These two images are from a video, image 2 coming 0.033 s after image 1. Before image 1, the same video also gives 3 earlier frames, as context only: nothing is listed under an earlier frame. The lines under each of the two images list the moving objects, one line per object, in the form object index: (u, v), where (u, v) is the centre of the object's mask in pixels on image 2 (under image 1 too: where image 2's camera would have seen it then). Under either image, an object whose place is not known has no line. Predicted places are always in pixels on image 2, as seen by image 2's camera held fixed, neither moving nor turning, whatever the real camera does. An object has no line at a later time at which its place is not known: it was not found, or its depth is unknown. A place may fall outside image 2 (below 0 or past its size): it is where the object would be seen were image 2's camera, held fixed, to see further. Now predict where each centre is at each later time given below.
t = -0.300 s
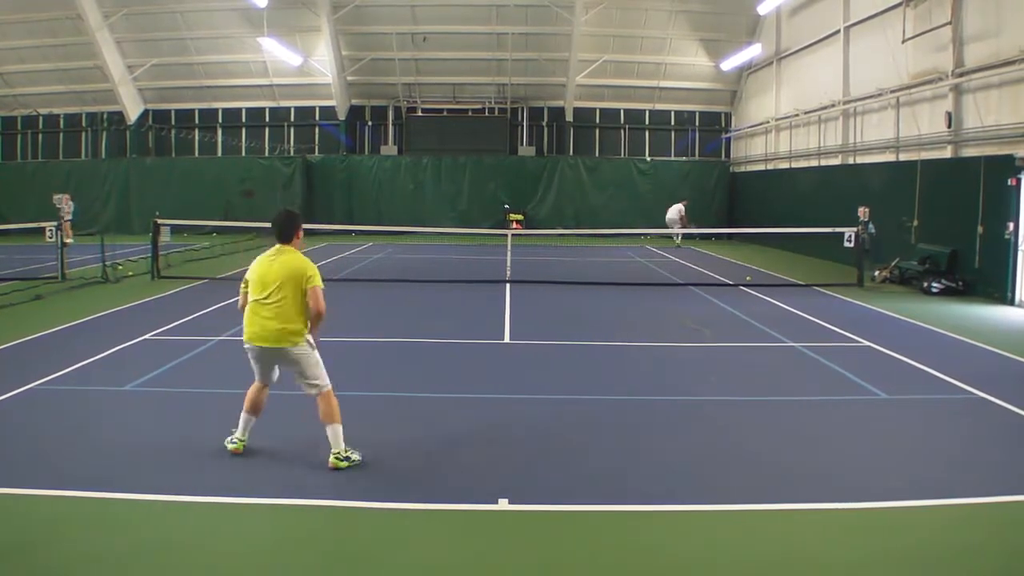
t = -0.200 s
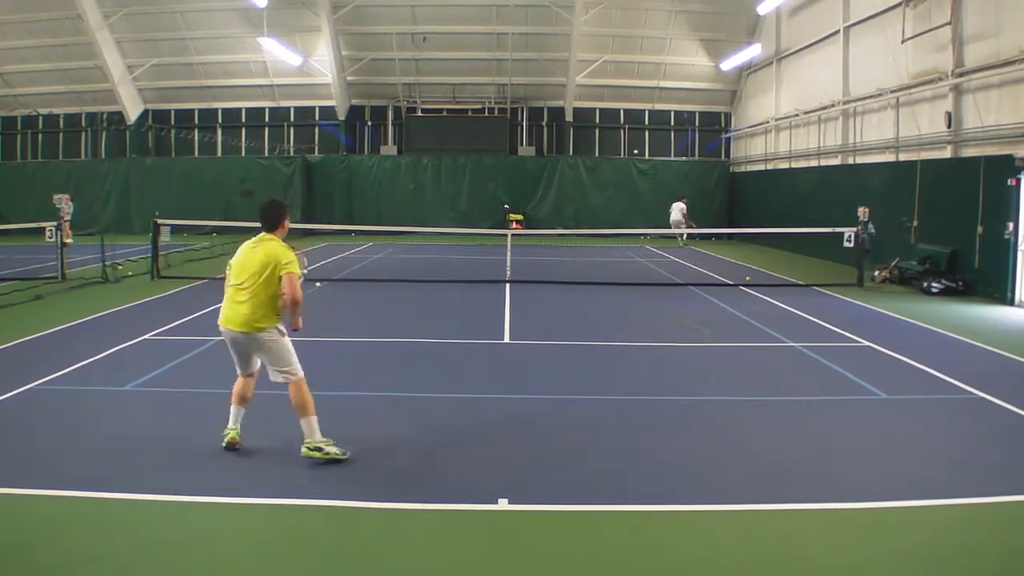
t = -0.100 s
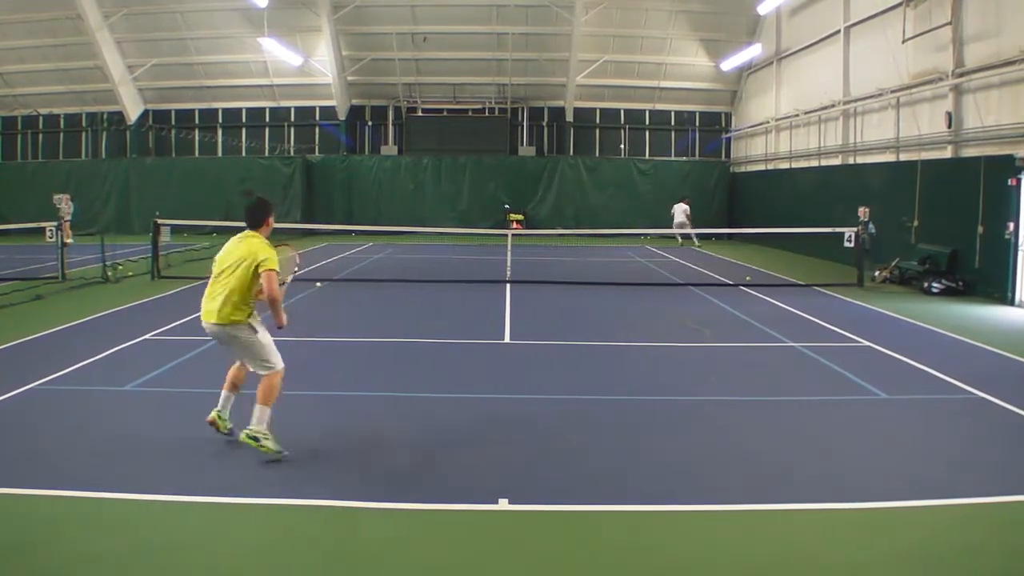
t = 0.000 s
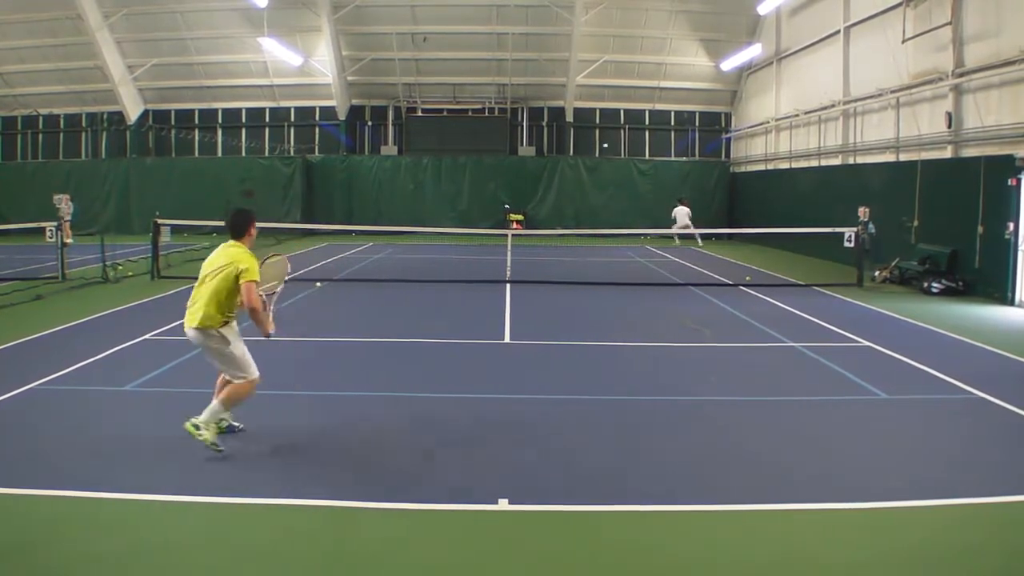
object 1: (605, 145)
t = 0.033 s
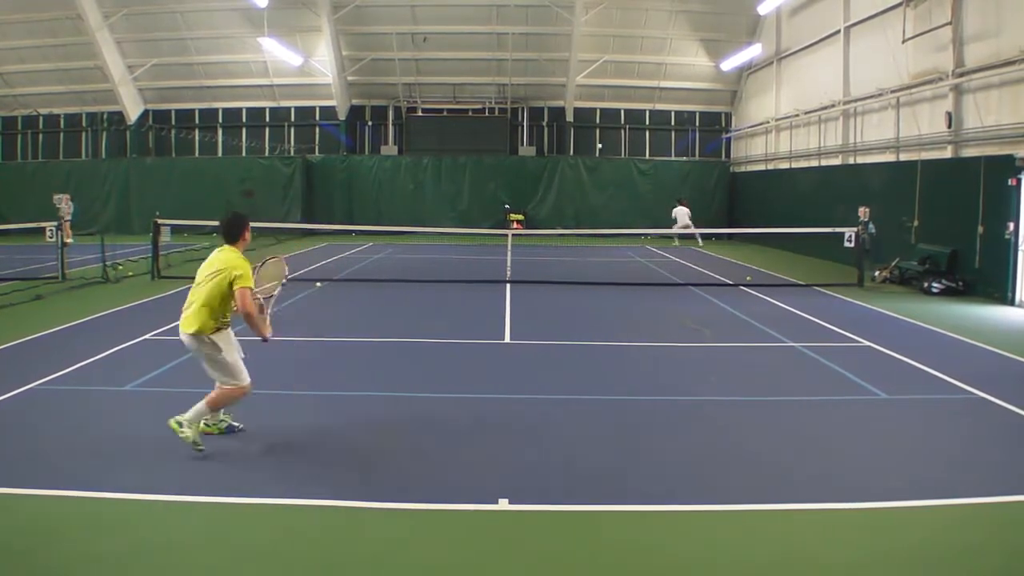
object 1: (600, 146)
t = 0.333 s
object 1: (531, 182)
